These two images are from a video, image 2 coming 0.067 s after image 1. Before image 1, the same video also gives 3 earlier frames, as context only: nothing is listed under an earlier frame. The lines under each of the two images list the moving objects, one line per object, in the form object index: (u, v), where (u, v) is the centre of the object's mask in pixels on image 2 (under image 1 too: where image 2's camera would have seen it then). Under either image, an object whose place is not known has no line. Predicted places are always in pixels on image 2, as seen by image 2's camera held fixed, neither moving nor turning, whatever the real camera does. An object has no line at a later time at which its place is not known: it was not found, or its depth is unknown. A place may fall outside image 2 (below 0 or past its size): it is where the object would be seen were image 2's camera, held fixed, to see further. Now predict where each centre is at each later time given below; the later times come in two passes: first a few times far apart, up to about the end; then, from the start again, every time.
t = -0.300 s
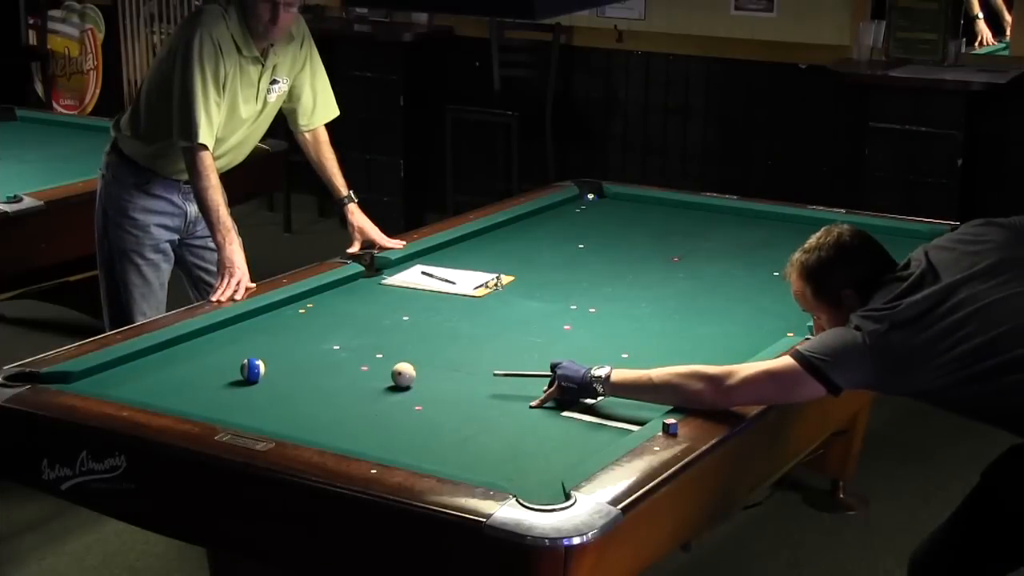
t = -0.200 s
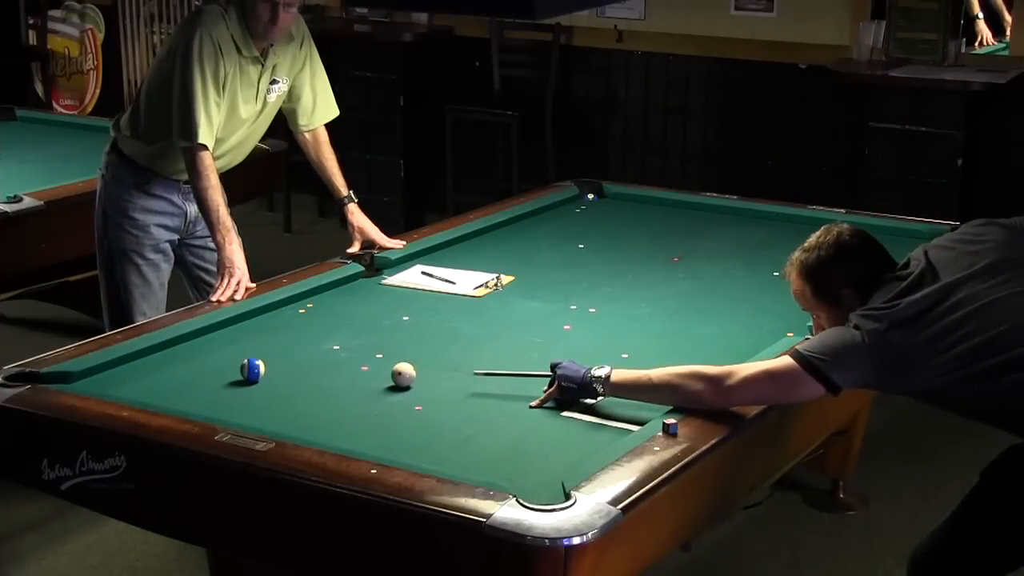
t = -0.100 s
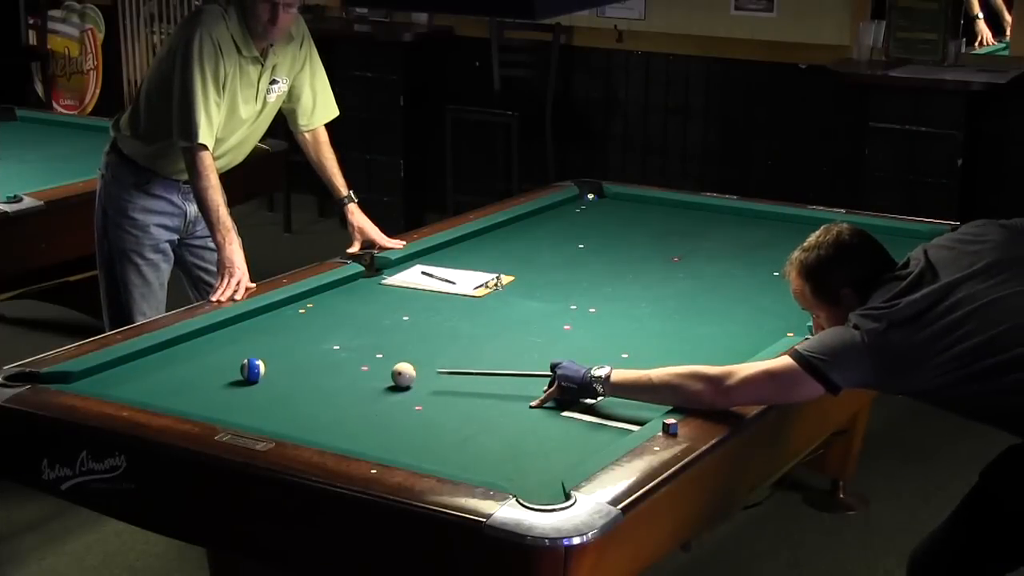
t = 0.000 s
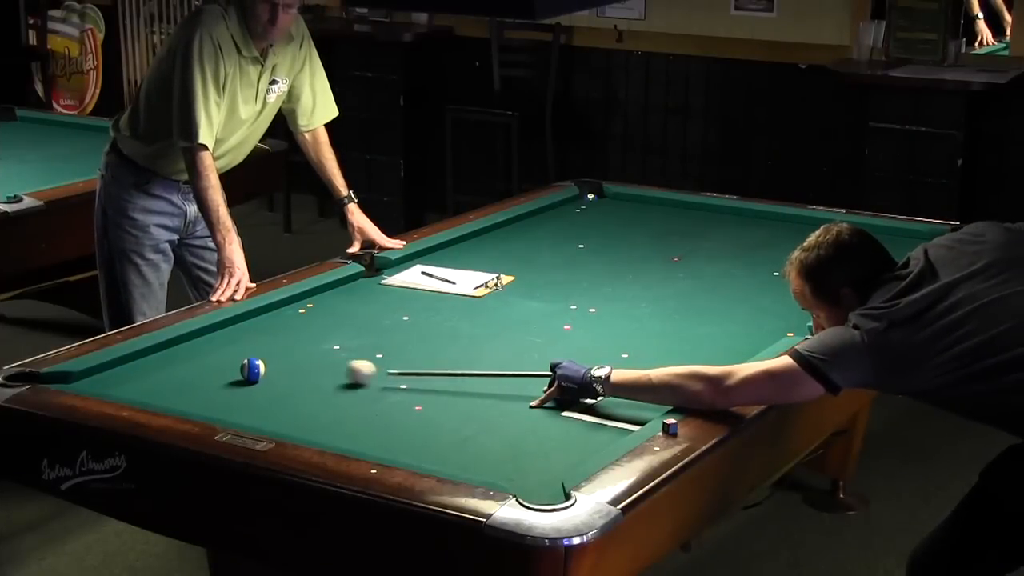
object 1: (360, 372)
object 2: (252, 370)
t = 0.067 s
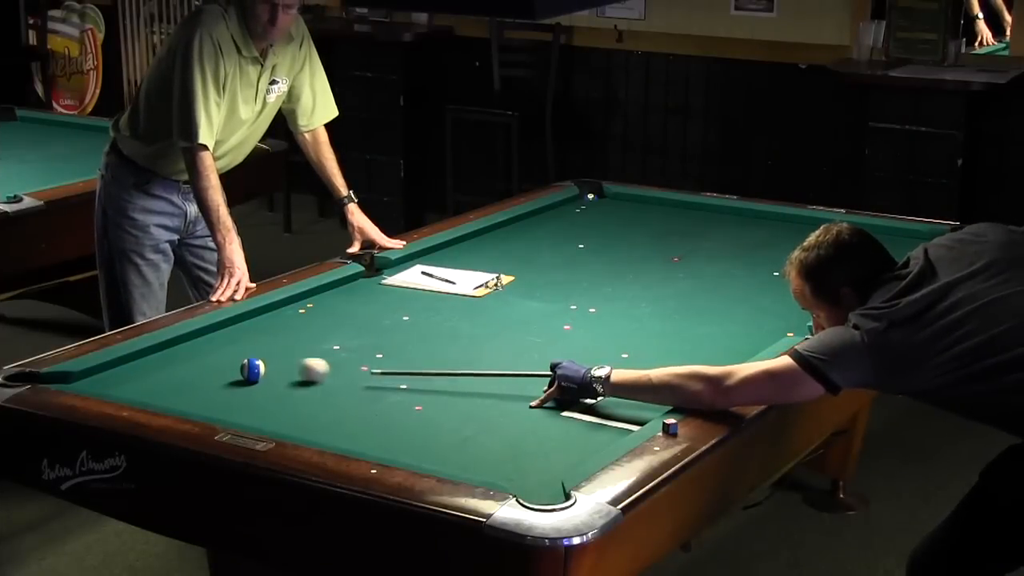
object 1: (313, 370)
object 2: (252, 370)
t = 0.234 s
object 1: (262, 360)
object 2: (191, 374)
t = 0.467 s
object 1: (218, 345)
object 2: (89, 379)
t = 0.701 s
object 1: (207, 339)
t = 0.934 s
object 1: (246, 343)
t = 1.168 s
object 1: (283, 348)
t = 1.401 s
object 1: (318, 352)
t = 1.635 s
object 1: (353, 356)
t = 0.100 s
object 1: (291, 368)
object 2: (252, 370)
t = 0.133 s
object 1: (276, 367)
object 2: (246, 370)
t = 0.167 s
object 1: (273, 364)
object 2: (227, 371)
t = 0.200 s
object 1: (269, 362)
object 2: (208, 372)
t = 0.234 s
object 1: (262, 360)
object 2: (191, 374)
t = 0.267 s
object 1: (256, 358)
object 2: (177, 375)
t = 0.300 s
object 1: (249, 356)
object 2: (162, 376)
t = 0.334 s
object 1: (243, 353)
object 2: (147, 376)
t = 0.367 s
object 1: (236, 352)
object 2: (132, 378)
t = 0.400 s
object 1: (230, 349)
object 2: (118, 378)
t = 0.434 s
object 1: (224, 347)
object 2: (103, 379)
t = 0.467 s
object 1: (218, 345)
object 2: (89, 379)
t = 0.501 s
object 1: (212, 343)
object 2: (75, 377)
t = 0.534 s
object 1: (206, 342)
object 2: (59, 377)
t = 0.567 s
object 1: (200, 339)
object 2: (46, 379)
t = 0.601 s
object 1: (195, 338)
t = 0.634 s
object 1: (196, 338)
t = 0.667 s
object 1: (202, 338)
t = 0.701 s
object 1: (207, 339)
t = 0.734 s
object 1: (213, 340)
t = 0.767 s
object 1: (219, 340)
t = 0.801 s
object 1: (224, 341)
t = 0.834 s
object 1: (230, 342)
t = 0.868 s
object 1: (235, 342)
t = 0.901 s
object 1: (241, 343)
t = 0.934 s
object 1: (246, 343)
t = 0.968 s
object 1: (252, 344)
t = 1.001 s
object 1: (257, 345)
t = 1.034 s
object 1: (262, 346)
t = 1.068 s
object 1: (267, 346)
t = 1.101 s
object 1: (273, 347)
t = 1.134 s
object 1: (278, 347)
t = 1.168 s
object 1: (283, 348)
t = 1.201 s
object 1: (288, 349)
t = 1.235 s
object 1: (293, 349)
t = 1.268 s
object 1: (298, 350)
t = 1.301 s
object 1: (304, 351)
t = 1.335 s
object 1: (309, 351)
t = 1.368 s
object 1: (314, 352)
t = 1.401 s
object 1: (318, 352)
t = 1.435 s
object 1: (323, 353)
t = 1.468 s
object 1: (328, 354)
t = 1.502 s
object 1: (333, 354)
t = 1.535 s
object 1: (338, 355)
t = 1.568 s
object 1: (343, 355)
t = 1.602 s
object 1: (347, 356)
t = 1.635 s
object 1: (353, 356)
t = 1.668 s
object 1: (357, 357)
